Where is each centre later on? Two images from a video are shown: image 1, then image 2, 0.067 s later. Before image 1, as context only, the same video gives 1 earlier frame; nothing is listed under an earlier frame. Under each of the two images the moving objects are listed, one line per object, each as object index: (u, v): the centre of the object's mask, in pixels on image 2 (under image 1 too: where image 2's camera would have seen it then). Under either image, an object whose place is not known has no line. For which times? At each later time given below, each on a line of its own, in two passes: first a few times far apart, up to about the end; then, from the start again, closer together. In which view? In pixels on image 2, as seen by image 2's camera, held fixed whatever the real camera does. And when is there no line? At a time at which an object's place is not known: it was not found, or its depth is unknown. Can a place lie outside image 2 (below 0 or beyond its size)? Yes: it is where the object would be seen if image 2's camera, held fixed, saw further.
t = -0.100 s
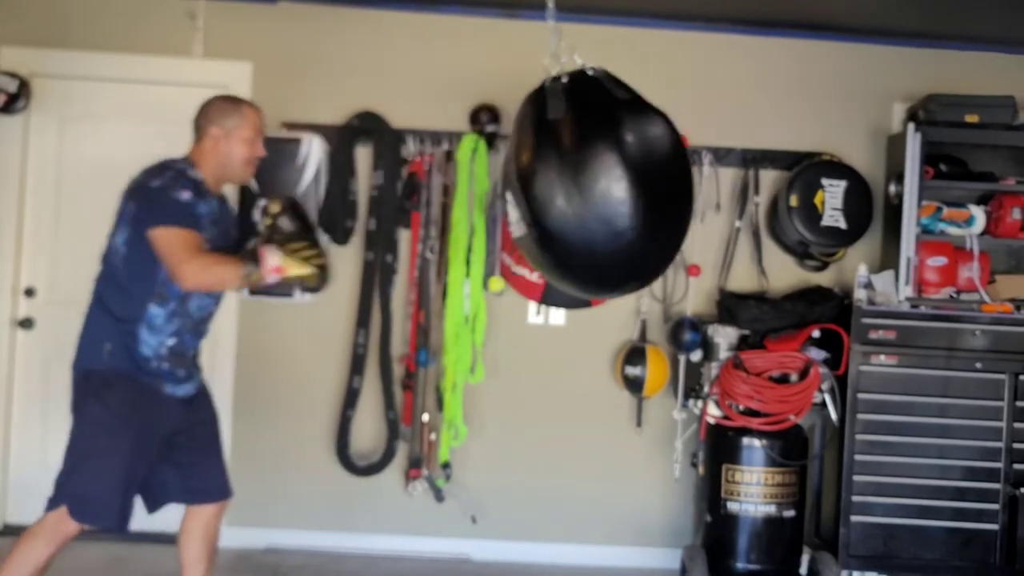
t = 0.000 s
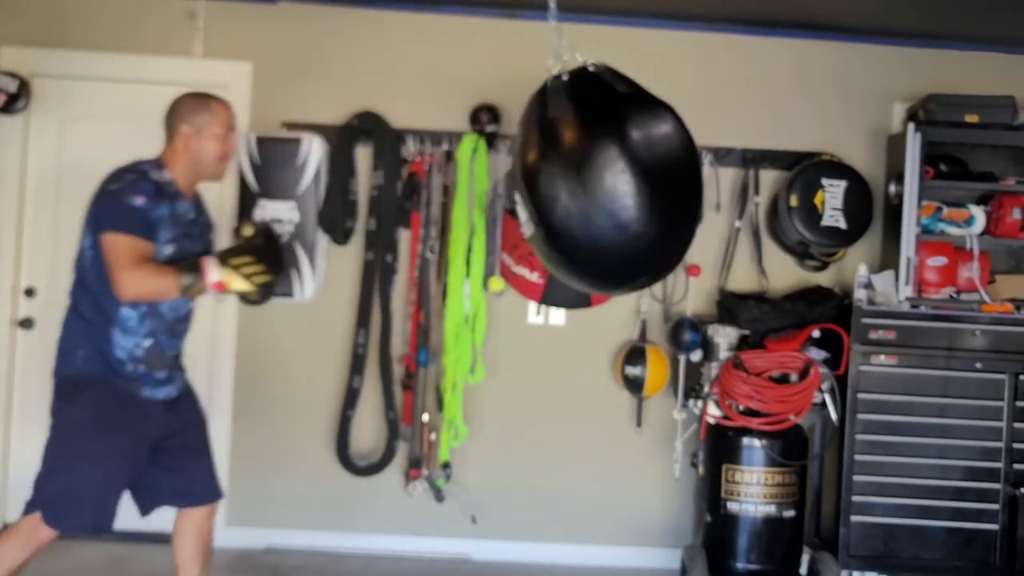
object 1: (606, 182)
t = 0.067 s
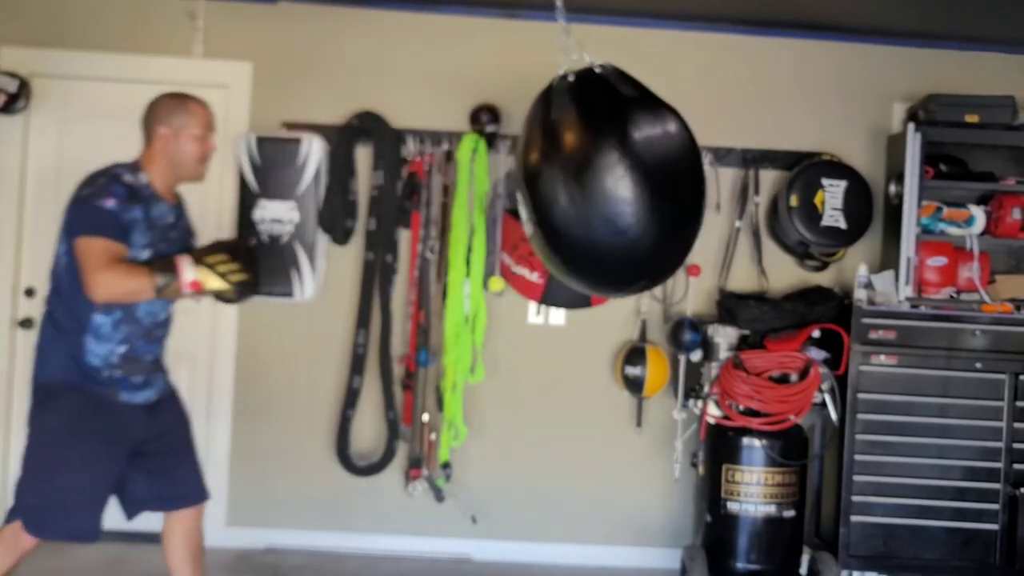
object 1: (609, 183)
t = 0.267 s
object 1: (590, 186)
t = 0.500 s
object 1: (527, 187)
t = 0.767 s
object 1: (462, 180)
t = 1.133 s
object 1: (445, 172)
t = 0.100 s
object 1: (610, 184)
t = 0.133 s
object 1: (608, 183)
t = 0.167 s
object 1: (605, 183)
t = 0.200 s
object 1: (601, 182)
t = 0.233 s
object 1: (596, 183)
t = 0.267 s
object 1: (590, 186)
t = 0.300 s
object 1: (583, 189)
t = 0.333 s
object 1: (575, 189)
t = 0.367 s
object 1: (565, 189)
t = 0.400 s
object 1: (556, 188)
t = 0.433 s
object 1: (546, 186)
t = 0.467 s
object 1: (537, 187)
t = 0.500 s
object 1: (527, 187)
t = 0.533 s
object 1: (518, 189)
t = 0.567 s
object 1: (509, 188)
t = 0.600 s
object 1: (501, 187)
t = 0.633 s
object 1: (492, 183)
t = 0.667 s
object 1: (484, 181)
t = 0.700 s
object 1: (476, 180)
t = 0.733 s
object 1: (469, 181)
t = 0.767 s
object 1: (462, 180)
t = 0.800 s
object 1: (455, 179)
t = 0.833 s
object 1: (449, 175)
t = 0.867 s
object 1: (444, 172)
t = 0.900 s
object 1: (441, 171)
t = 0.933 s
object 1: (438, 171)
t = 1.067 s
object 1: (438, 172)
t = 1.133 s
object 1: (445, 172)
